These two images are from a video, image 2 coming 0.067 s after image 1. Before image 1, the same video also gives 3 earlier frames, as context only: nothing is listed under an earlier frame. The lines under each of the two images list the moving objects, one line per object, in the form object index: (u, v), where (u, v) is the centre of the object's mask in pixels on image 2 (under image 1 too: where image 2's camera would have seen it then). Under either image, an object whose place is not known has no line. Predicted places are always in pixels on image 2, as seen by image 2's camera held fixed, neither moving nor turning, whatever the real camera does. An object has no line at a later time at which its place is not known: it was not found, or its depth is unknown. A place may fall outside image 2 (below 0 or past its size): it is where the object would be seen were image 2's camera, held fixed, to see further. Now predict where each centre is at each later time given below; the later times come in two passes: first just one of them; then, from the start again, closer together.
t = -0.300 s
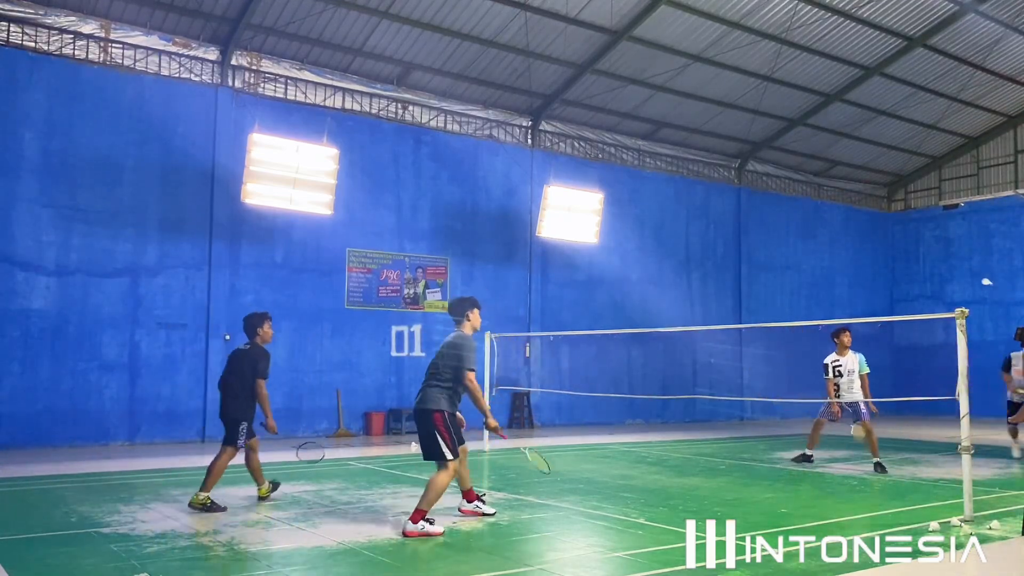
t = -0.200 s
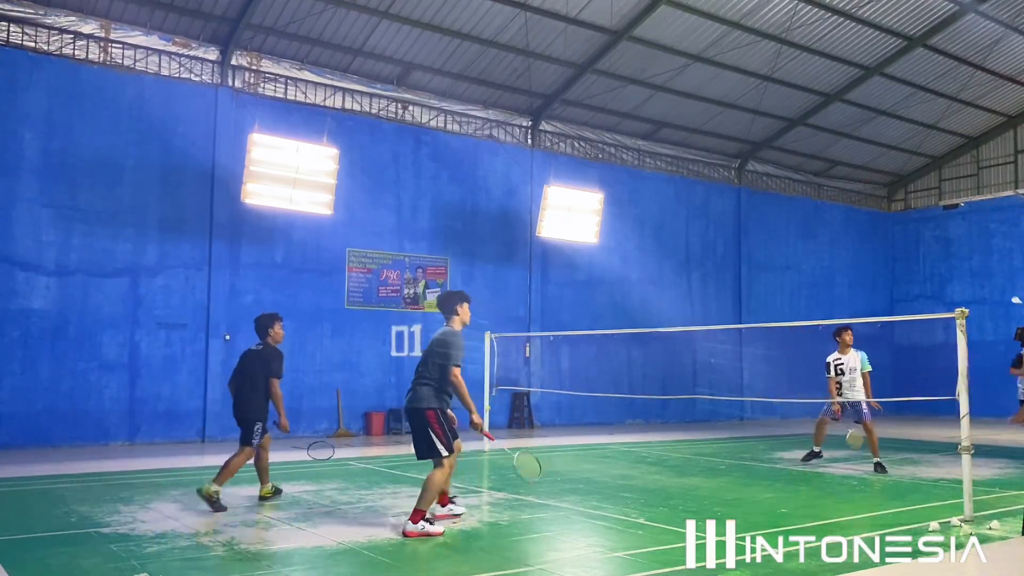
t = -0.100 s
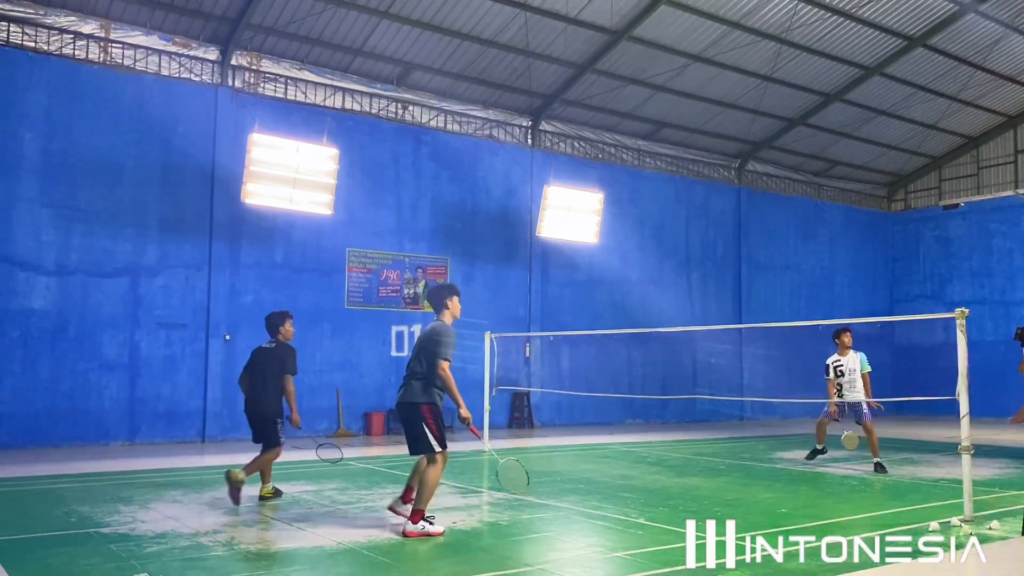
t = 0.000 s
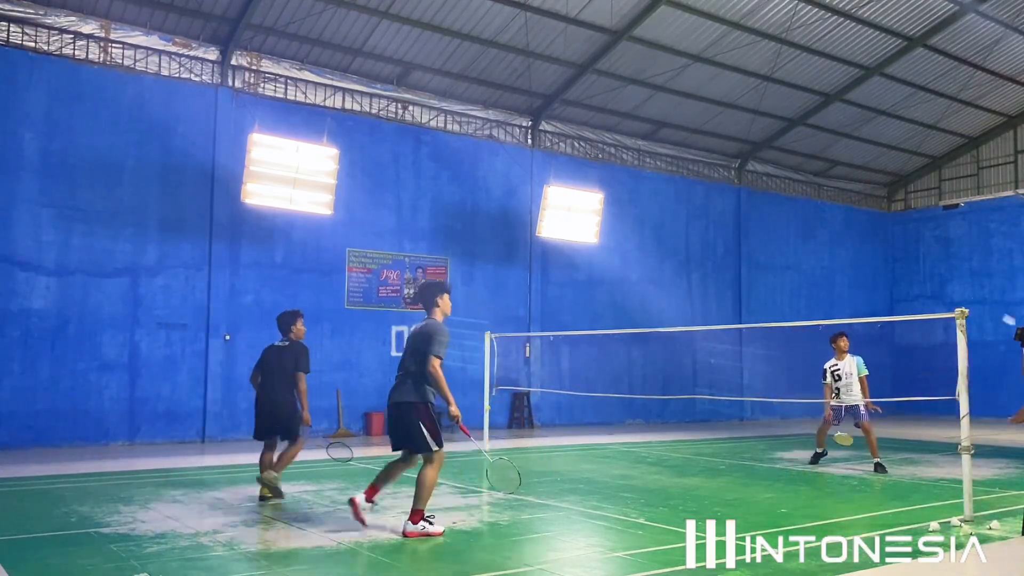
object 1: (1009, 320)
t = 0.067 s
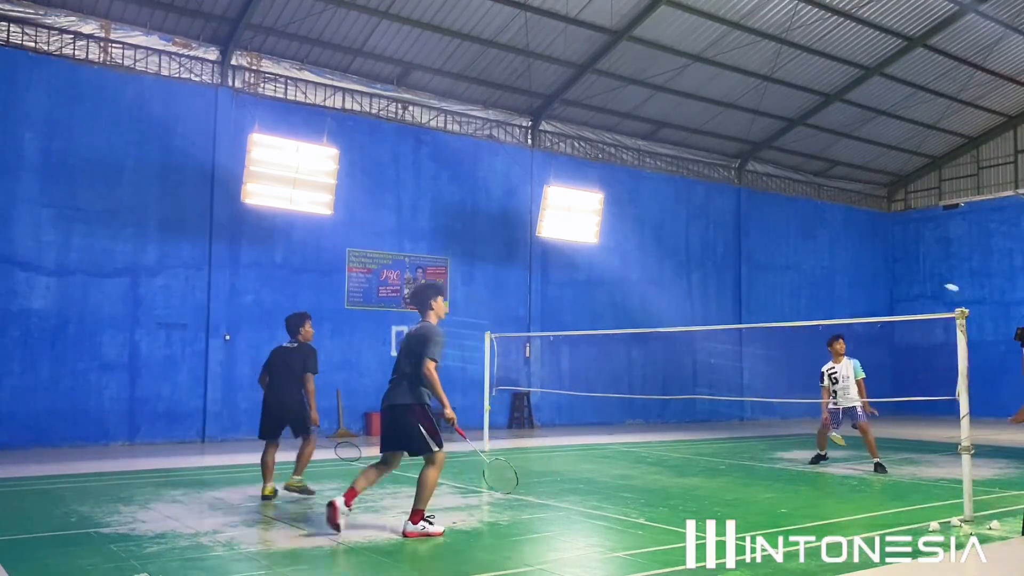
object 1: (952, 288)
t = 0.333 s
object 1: (783, 241)
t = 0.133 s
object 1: (902, 269)
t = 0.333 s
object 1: (783, 241)
